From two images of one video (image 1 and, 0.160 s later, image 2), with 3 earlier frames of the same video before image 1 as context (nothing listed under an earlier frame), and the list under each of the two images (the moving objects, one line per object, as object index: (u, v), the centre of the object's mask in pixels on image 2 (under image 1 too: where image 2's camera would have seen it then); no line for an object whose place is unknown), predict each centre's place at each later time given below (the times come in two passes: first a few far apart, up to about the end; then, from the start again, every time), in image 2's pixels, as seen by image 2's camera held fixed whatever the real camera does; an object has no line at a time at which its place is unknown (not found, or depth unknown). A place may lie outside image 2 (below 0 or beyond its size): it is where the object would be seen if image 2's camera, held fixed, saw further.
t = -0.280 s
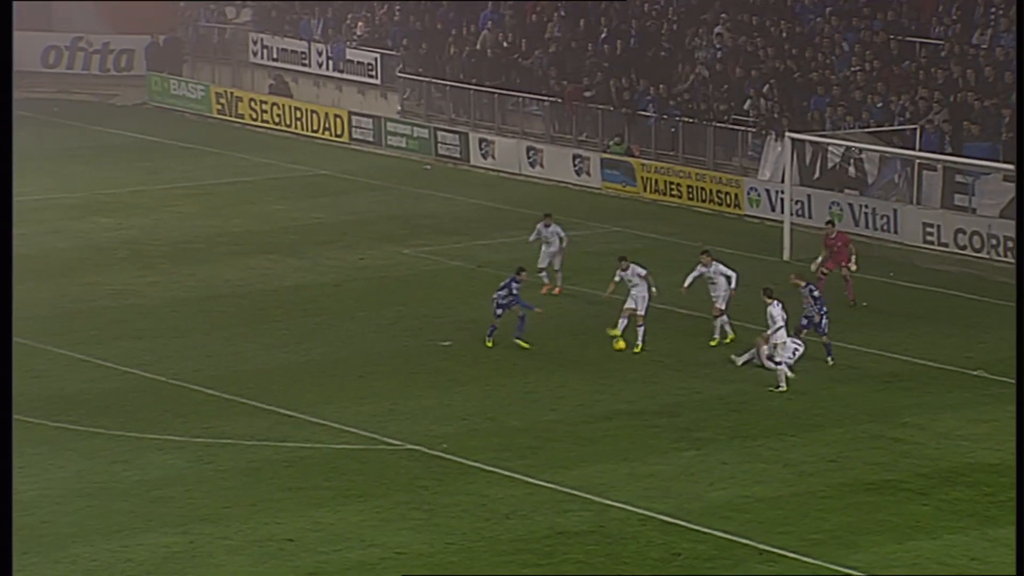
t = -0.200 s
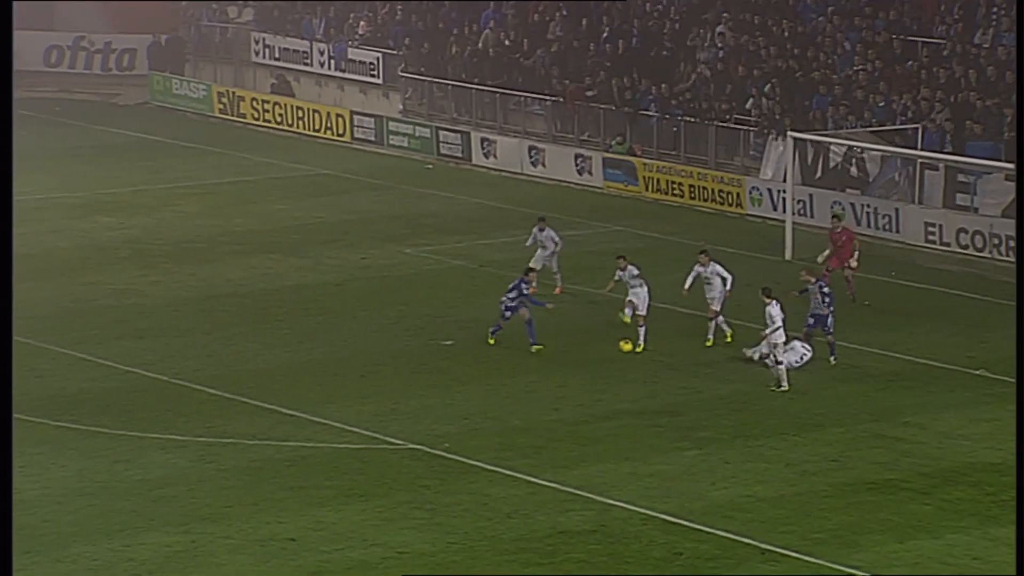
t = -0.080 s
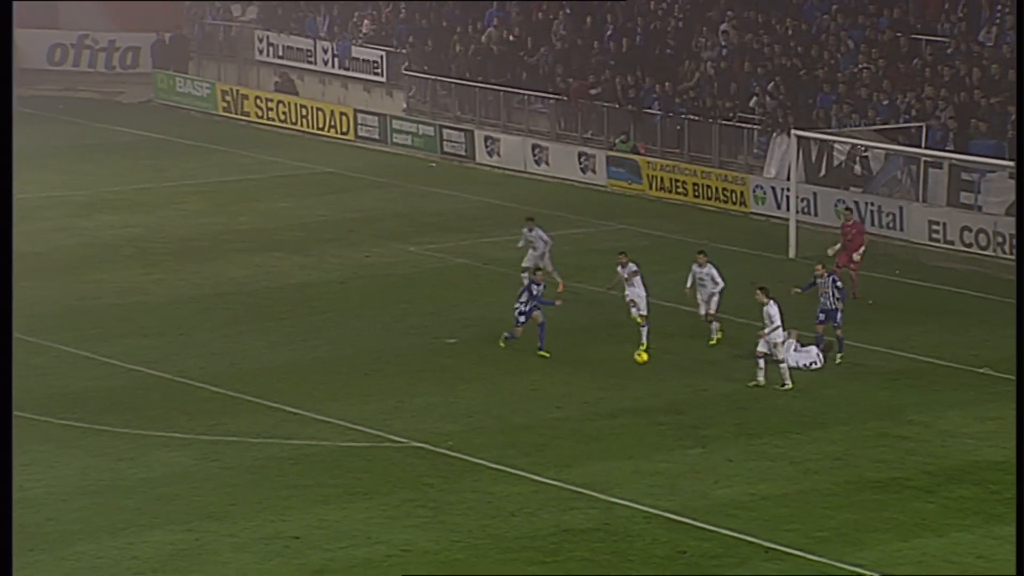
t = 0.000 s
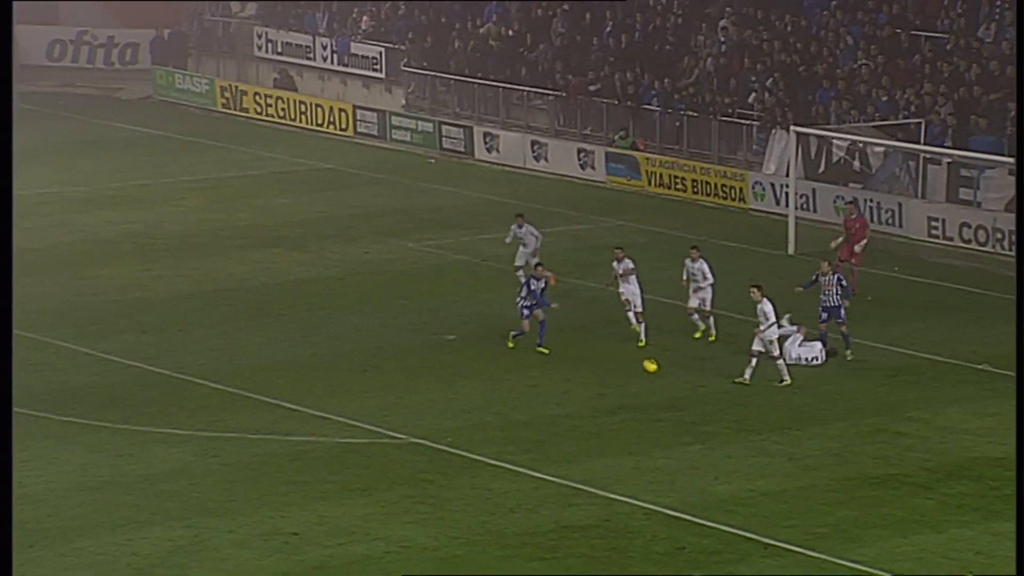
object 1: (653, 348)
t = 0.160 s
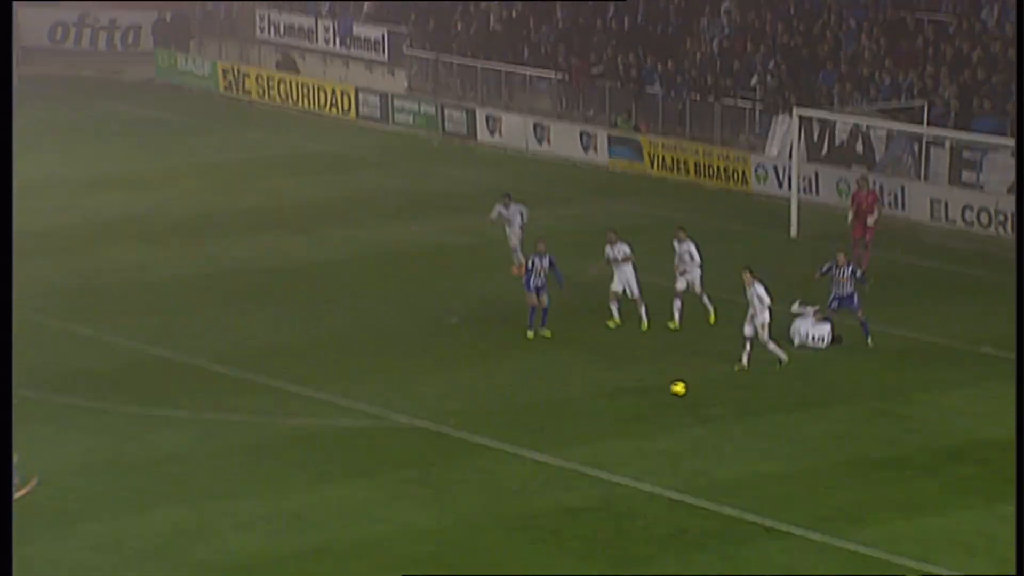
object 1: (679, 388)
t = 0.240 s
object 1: (694, 415)
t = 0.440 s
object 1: (741, 477)
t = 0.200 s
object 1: (686, 401)
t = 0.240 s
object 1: (694, 415)
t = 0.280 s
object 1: (703, 430)
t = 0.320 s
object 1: (712, 447)
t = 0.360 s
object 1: (721, 465)
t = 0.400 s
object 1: (731, 474)
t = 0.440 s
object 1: (741, 477)
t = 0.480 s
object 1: (751, 481)
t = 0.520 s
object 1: (762, 487)
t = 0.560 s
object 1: (772, 494)
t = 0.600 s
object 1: (783, 502)
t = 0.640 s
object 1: (795, 512)
